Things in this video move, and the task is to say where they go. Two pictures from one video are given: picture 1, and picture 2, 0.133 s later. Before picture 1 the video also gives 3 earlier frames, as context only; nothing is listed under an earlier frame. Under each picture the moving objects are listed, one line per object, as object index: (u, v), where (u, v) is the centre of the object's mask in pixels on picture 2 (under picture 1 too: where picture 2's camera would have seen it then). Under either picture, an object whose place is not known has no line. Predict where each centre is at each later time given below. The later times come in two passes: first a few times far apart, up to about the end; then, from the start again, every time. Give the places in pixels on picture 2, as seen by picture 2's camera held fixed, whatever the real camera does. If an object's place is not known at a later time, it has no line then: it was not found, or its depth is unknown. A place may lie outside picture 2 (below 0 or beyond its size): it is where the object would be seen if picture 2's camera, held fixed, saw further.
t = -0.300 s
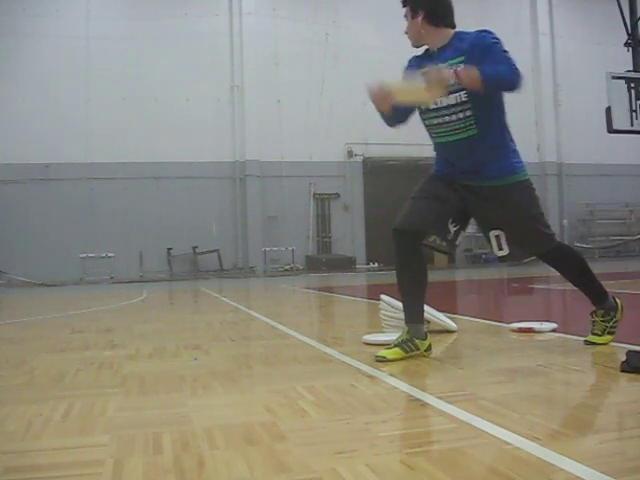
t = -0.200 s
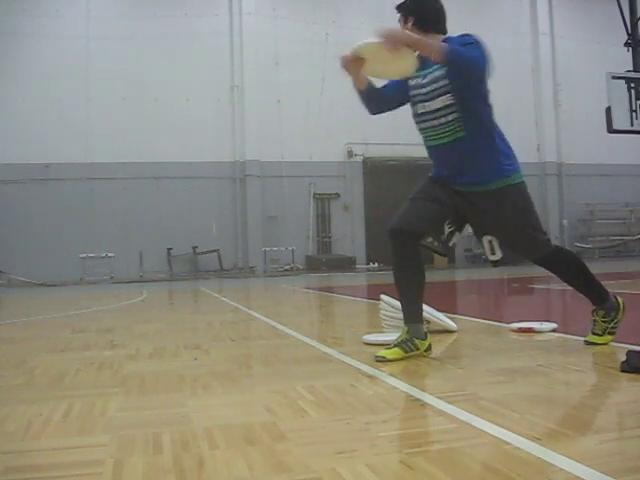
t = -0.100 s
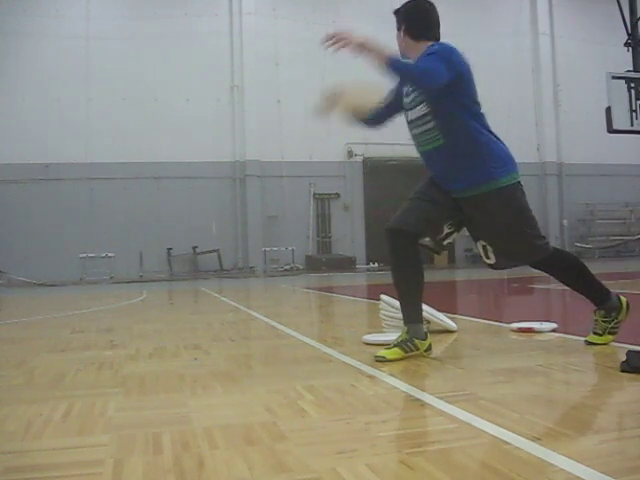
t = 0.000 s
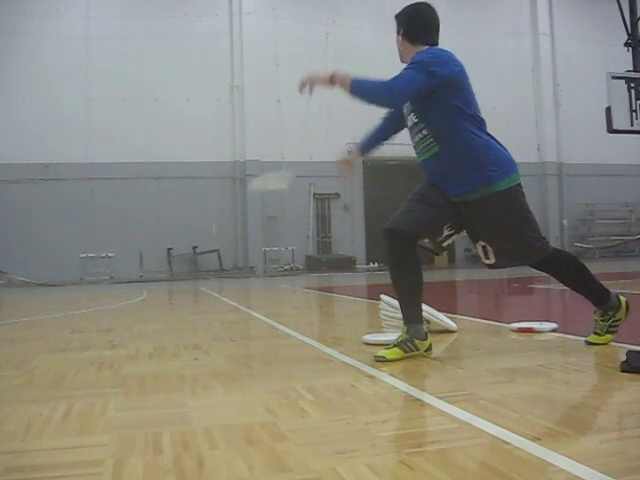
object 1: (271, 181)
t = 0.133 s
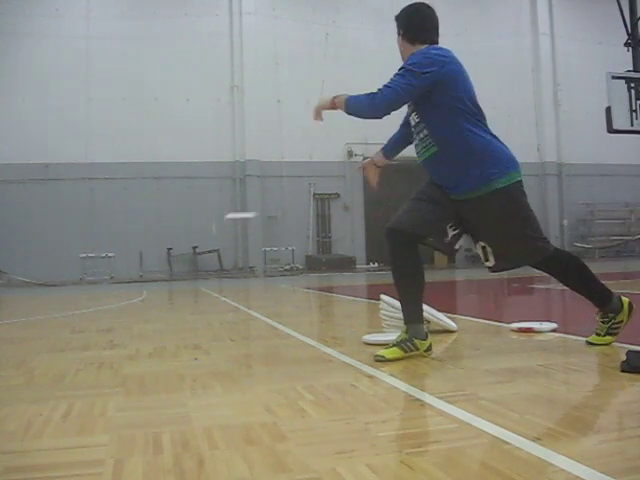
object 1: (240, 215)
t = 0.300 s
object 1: (223, 230)
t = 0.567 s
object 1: (211, 245)
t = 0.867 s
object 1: (207, 257)
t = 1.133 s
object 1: (198, 261)
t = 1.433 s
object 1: (194, 274)
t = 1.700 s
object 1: (199, 274)
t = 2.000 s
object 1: (203, 273)
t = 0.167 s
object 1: (237, 219)
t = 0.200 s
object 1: (232, 222)
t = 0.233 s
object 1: (229, 225)
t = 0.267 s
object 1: (225, 227)
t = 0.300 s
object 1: (223, 230)
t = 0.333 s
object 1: (221, 232)
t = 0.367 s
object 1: (219, 234)
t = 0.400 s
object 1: (217, 235)
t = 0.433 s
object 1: (216, 237)
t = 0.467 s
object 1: (214, 239)
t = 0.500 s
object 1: (213, 241)
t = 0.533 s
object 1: (212, 242)
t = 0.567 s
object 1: (211, 245)
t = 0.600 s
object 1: (210, 246)
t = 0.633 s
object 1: (210, 248)
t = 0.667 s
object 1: (209, 249)
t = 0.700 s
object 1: (209, 251)
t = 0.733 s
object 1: (207, 252)
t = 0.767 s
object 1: (207, 253)
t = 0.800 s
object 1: (207, 255)
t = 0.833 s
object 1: (207, 256)
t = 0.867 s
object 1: (207, 257)
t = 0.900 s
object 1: (206, 258)
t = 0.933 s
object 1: (206, 260)
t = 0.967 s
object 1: (205, 260)
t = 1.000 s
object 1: (203, 260)
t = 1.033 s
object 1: (202, 260)
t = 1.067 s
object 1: (200, 260)
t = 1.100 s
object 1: (199, 260)
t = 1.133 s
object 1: (198, 261)
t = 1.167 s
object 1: (197, 263)
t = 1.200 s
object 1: (196, 264)
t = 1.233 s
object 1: (195, 267)
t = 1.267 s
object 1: (194, 269)
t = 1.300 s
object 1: (194, 272)
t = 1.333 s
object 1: (194, 274)
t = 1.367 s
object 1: (194, 274)
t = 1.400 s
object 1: (194, 274)
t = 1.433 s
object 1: (194, 274)
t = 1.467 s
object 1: (195, 274)
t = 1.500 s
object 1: (196, 274)
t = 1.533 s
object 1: (196, 274)
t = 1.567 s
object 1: (197, 274)
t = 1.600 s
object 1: (197, 274)
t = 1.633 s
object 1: (198, 274)
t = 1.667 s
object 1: (199, 274)
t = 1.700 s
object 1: (199, 274)
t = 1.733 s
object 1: (200, 274)
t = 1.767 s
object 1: (200, 273)
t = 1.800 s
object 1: (201, 273)
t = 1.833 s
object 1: (201, 273)
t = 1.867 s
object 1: (202, 273)
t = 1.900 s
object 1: (202, 273)
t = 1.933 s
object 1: (202, 273)
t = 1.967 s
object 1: (203, 273)
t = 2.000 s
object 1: (203, 273)
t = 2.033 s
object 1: (203, 273)
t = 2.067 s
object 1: (204, 273)
